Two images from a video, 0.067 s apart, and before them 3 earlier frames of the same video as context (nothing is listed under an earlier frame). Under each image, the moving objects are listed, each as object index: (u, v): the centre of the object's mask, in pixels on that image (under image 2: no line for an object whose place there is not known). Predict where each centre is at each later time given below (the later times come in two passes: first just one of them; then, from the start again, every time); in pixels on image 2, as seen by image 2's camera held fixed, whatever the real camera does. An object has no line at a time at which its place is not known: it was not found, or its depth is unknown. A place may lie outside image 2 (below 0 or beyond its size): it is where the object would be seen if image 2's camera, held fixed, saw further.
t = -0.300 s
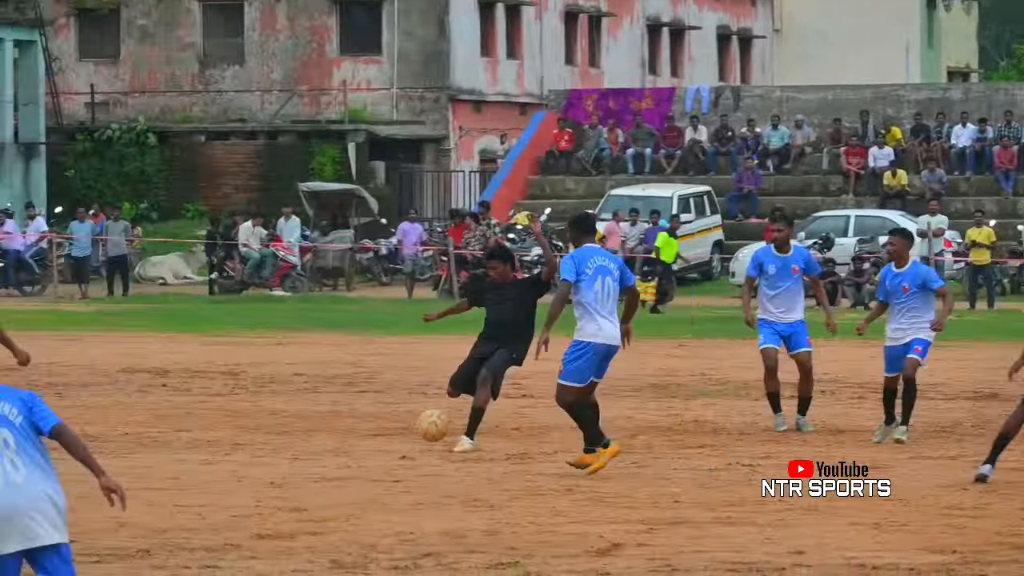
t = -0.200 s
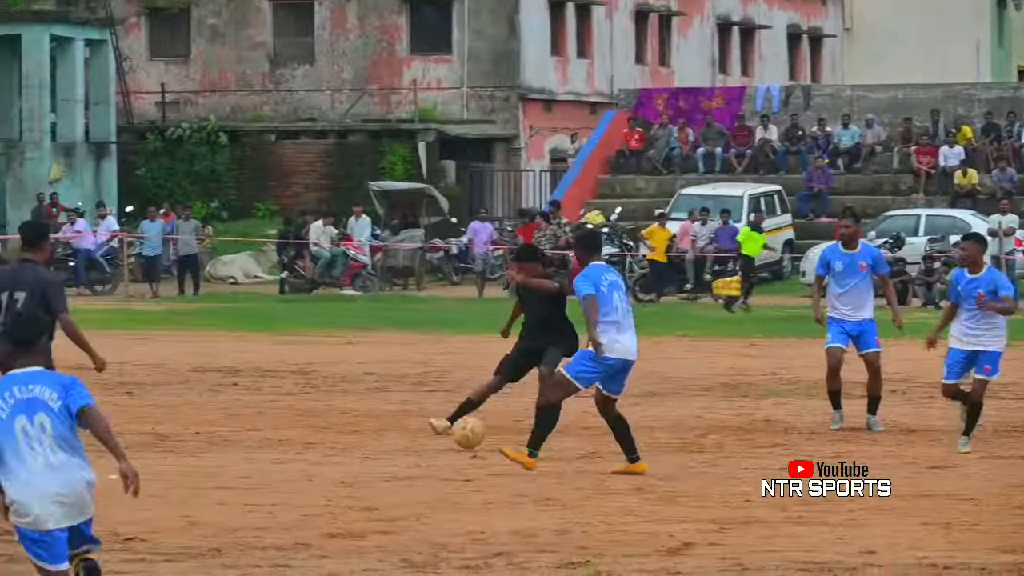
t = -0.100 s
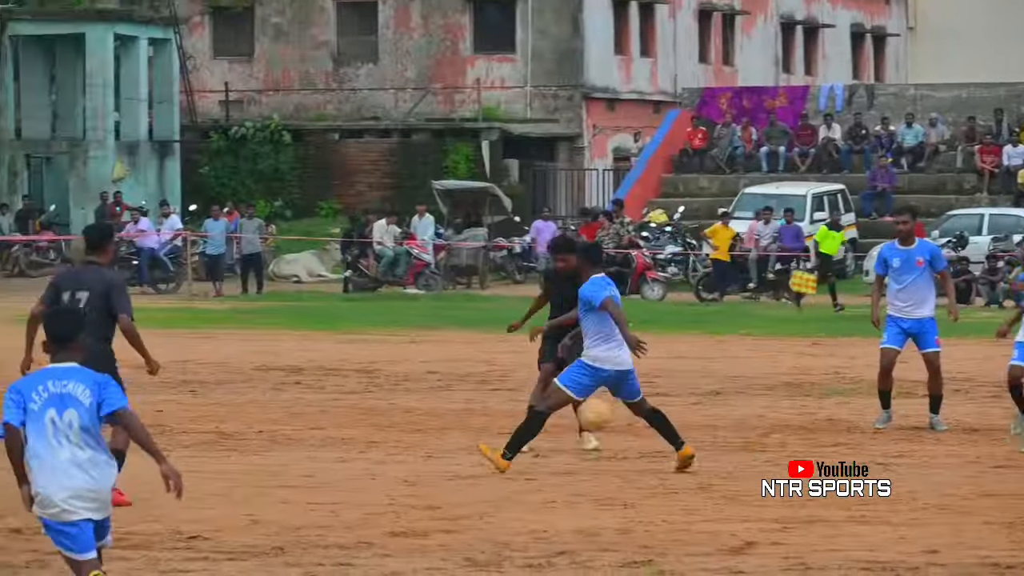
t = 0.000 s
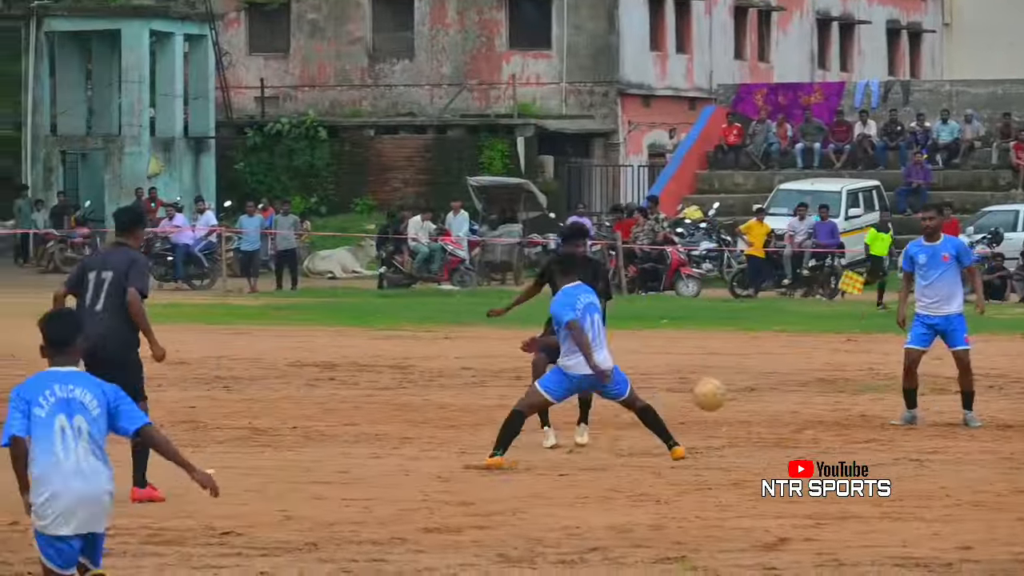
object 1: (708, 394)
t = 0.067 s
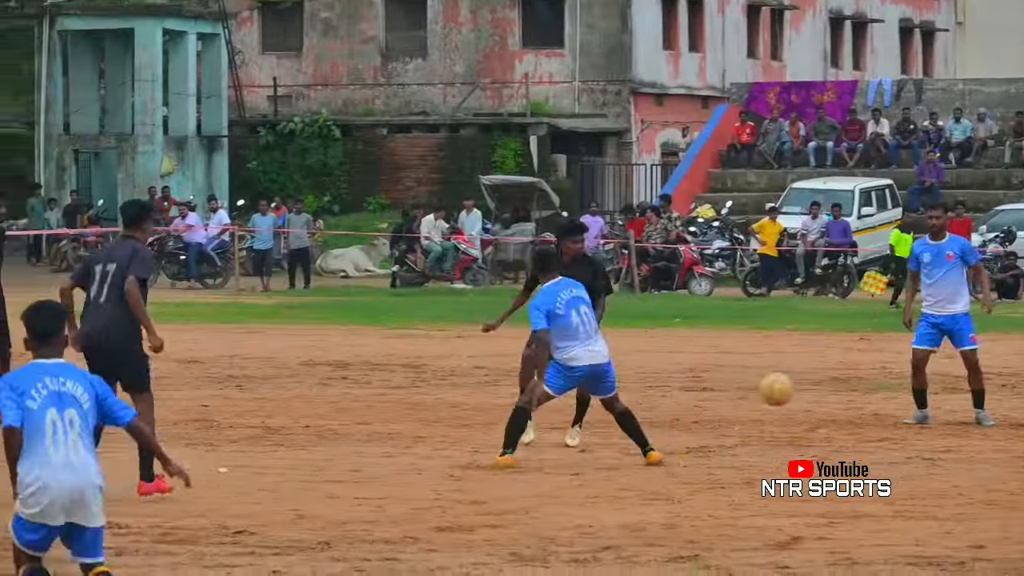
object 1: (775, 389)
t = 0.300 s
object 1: (969, 435)
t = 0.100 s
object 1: (803, 390)
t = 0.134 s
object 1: (832, 394)
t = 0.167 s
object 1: (860, 397)
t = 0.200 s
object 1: (888, 404)
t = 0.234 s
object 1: (915, 414)
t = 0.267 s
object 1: (943, 422)
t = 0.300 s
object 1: (969, 435)
